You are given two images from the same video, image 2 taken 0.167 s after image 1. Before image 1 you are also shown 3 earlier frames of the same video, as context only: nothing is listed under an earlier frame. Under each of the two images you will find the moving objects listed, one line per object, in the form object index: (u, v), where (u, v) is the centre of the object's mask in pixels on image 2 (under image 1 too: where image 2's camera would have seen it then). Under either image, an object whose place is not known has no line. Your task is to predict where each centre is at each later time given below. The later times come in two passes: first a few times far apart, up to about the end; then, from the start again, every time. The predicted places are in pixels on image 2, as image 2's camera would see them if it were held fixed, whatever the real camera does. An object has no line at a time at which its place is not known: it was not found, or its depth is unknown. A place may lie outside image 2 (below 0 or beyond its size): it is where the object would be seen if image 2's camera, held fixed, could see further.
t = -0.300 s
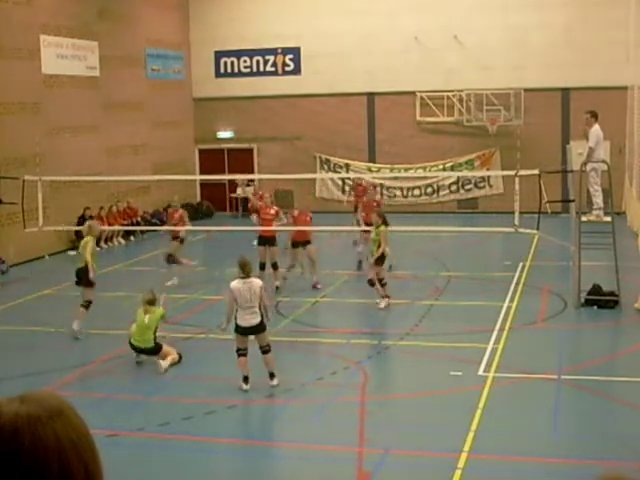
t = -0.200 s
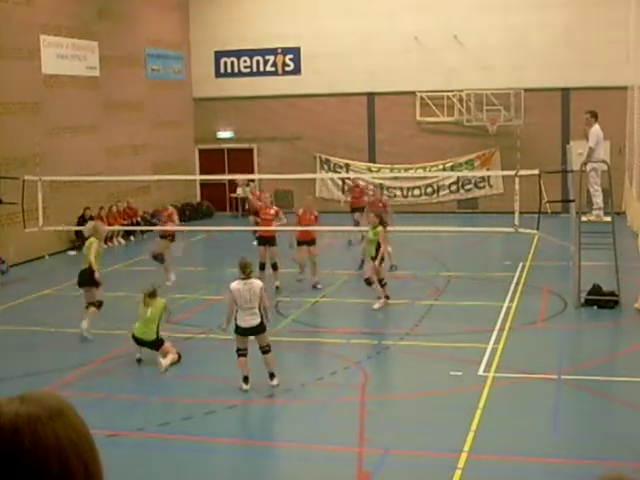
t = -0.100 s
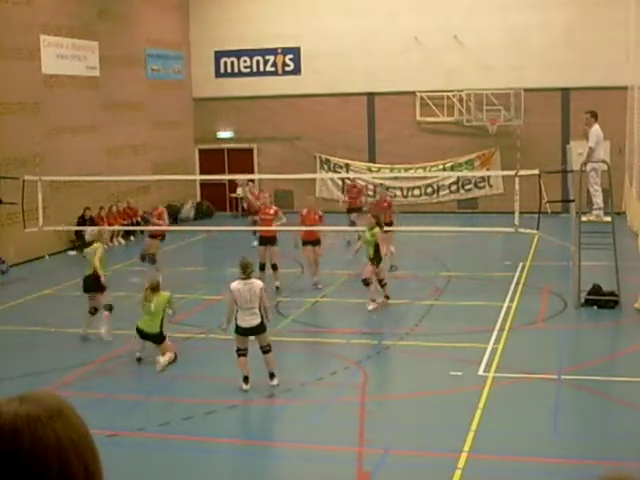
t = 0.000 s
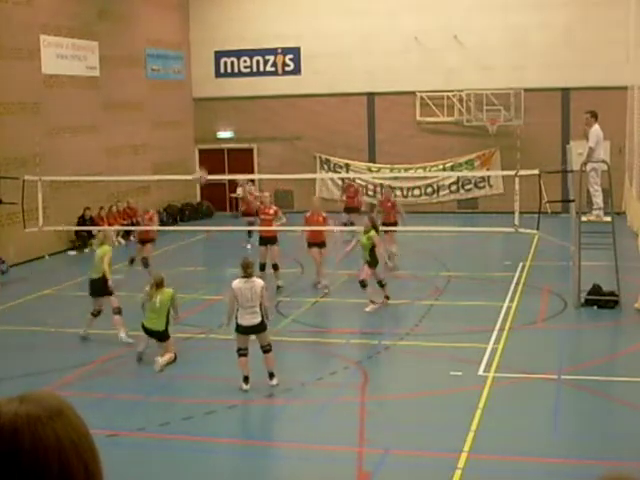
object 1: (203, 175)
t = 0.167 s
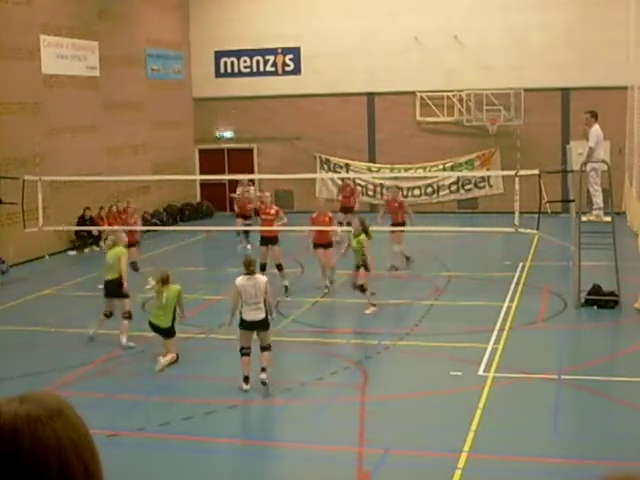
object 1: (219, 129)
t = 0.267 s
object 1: (231, 118)
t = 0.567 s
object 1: (263, 113)
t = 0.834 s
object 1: (292, 153)
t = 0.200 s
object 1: (224, 127)
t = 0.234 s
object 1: (228, 123)
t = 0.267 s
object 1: (231, 118)
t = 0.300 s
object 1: (234, 116)
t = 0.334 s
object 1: (238, 113)
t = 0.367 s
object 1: (243, 109)
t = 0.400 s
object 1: (246, 110)
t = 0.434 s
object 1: (249, 109)
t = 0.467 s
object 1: (253, 108)
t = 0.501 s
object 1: (257, 110)
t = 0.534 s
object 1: (259, 111)
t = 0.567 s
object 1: (263, 113)
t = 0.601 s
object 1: (269, 116)
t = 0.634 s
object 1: (272, 119)
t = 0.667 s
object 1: (276, 124)
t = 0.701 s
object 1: (279, 128)
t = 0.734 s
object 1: (283, 133)
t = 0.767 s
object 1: (286, 140)
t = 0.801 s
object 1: (289, 146)
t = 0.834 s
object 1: (292, 153)
